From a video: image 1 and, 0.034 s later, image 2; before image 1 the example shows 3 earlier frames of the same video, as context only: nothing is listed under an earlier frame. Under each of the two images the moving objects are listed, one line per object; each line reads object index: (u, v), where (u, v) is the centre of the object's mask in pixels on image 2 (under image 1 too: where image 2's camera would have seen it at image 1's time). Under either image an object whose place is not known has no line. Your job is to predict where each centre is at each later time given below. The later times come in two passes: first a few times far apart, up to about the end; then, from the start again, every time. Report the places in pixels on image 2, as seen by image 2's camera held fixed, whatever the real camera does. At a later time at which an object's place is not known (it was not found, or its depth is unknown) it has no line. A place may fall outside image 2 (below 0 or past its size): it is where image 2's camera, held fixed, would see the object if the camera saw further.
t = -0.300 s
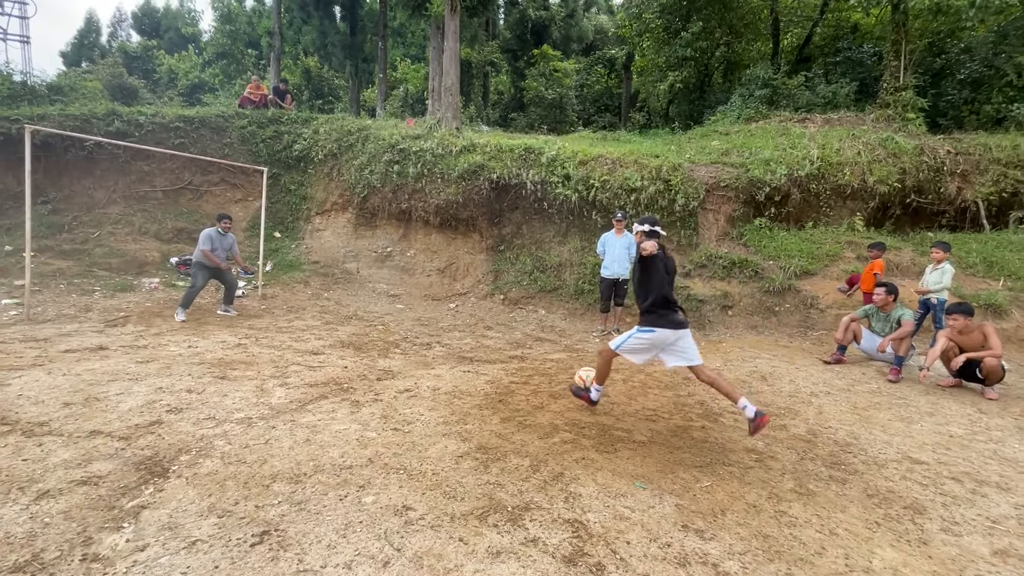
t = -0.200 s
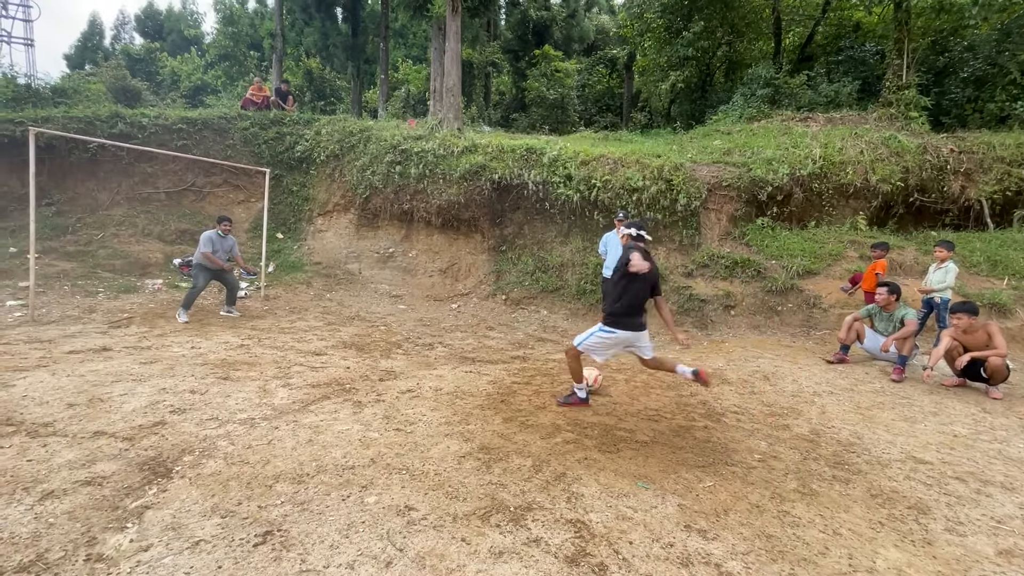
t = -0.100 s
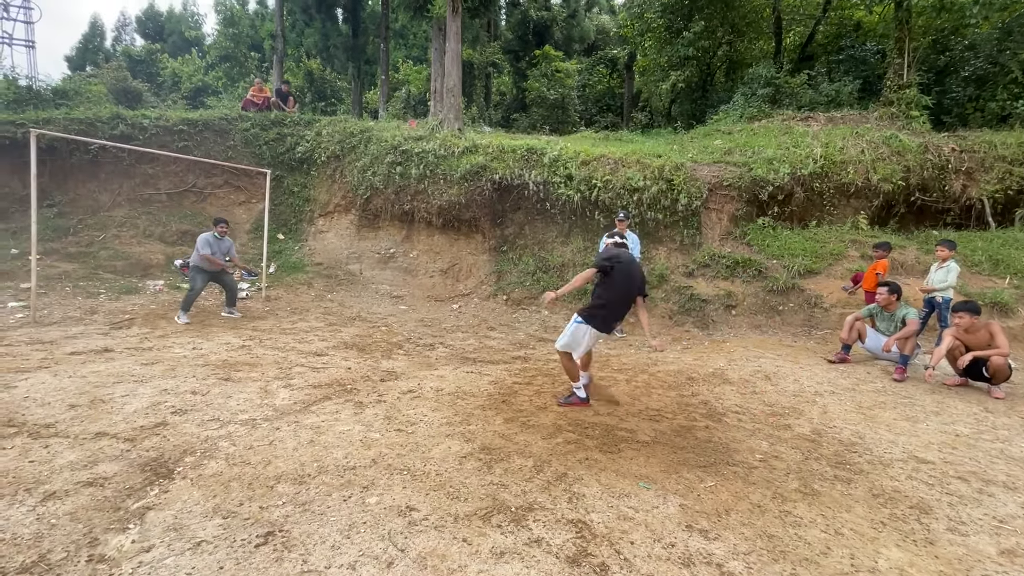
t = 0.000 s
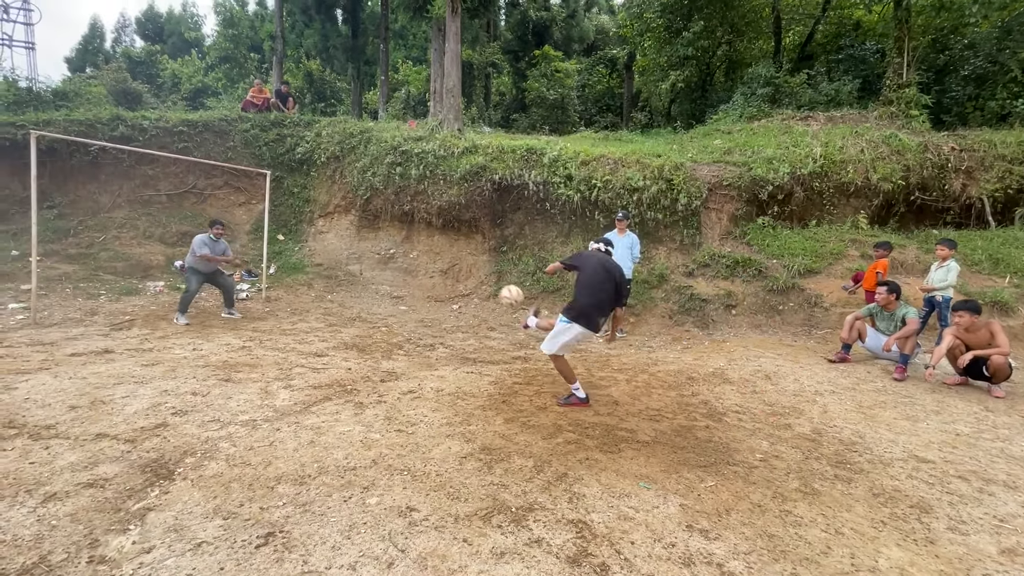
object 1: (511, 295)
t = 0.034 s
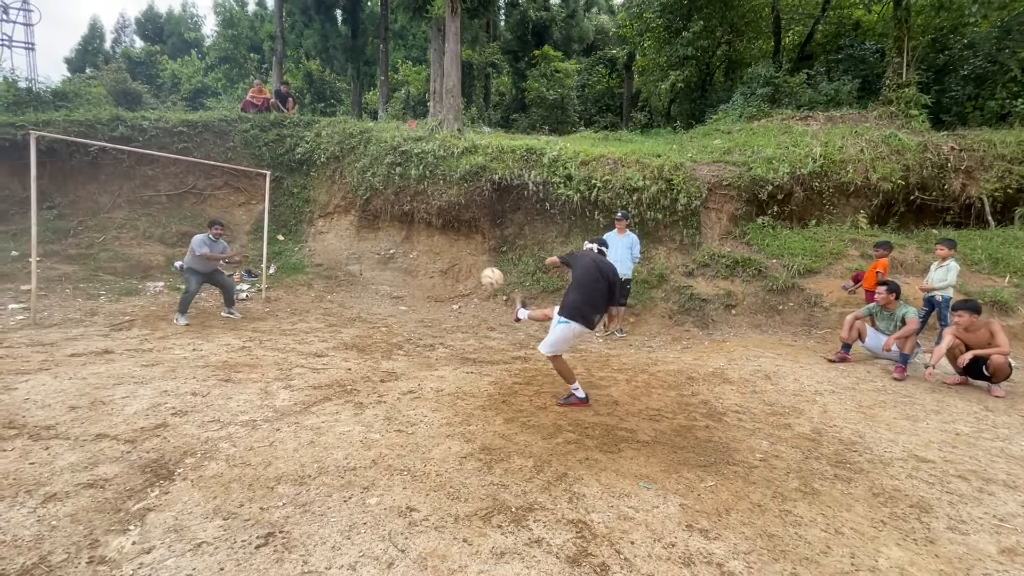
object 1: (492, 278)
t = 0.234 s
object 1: (398, 212)
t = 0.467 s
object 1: (322, 191)
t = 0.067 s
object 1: (474, 262)
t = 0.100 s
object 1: (457, 249)
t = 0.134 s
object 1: (441, 237)
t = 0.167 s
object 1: (426, 227)
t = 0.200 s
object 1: (412, 219)
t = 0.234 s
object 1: (398, 212)
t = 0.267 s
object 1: (386, 206)
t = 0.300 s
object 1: (374, 201)
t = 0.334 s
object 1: (362, 197)
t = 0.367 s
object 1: (352, 195)
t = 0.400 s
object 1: (341, 192)
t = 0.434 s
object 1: (331, 191)
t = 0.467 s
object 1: (322, 191)
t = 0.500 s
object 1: (313, 192)
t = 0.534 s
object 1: (305, 193)
